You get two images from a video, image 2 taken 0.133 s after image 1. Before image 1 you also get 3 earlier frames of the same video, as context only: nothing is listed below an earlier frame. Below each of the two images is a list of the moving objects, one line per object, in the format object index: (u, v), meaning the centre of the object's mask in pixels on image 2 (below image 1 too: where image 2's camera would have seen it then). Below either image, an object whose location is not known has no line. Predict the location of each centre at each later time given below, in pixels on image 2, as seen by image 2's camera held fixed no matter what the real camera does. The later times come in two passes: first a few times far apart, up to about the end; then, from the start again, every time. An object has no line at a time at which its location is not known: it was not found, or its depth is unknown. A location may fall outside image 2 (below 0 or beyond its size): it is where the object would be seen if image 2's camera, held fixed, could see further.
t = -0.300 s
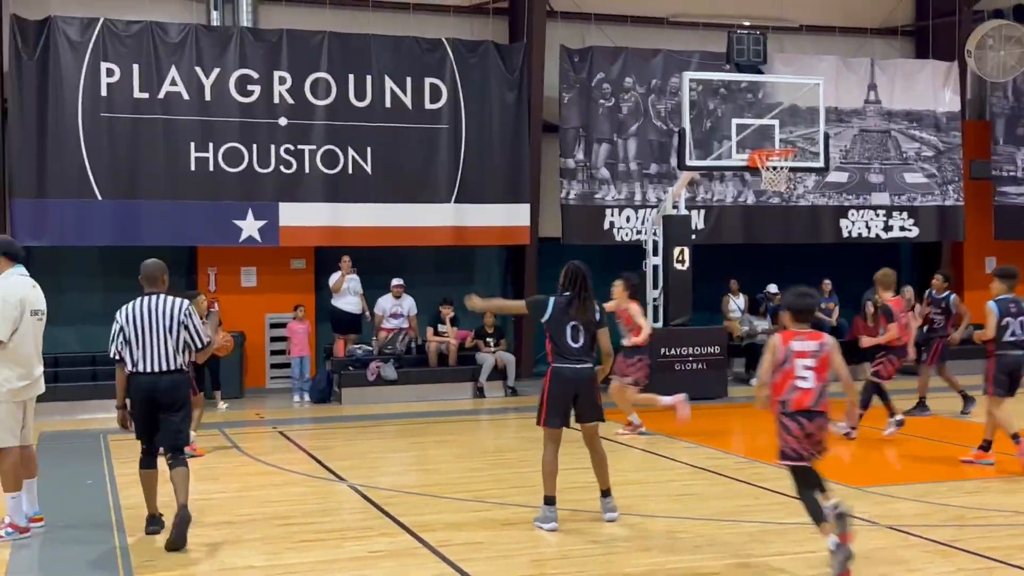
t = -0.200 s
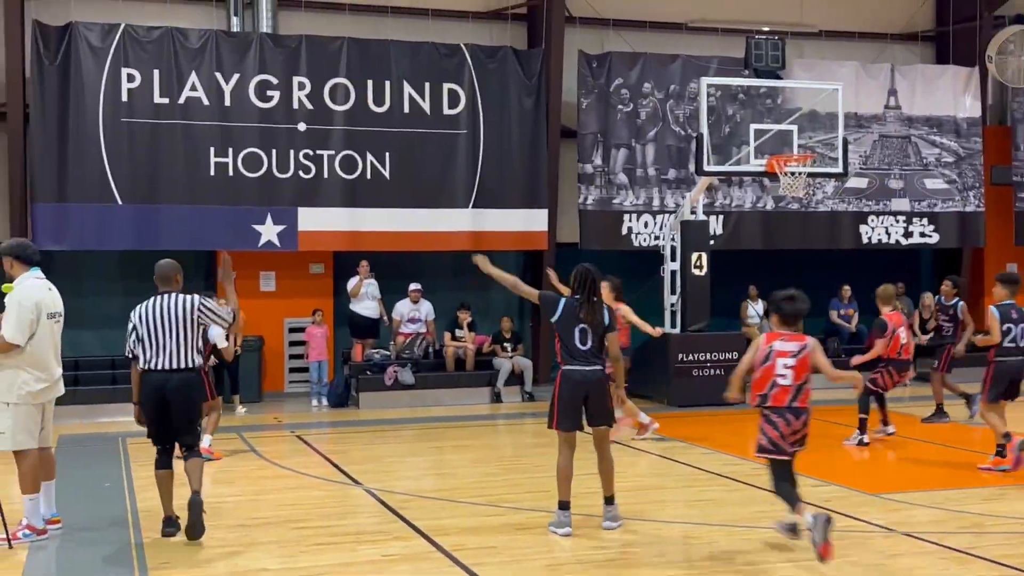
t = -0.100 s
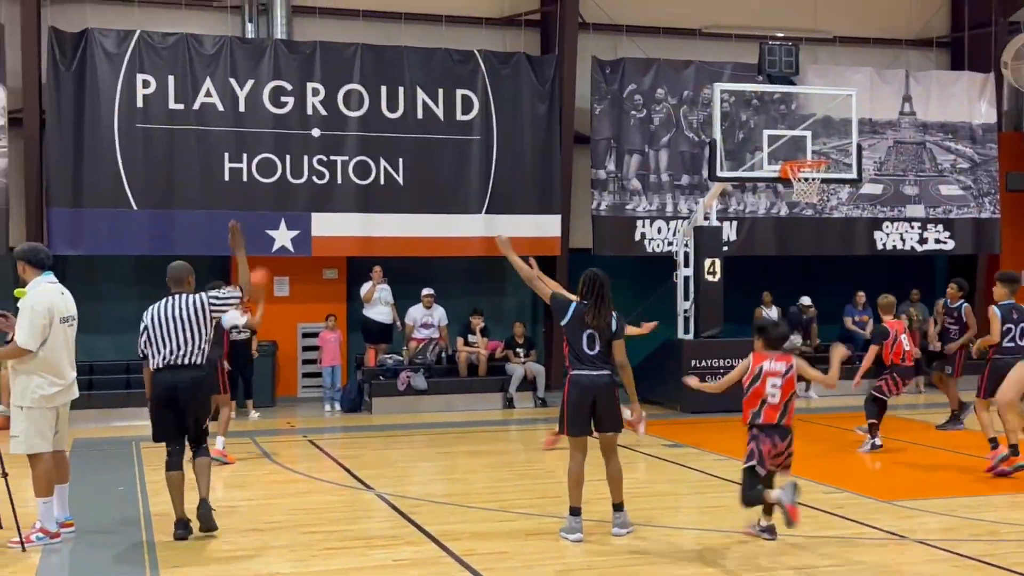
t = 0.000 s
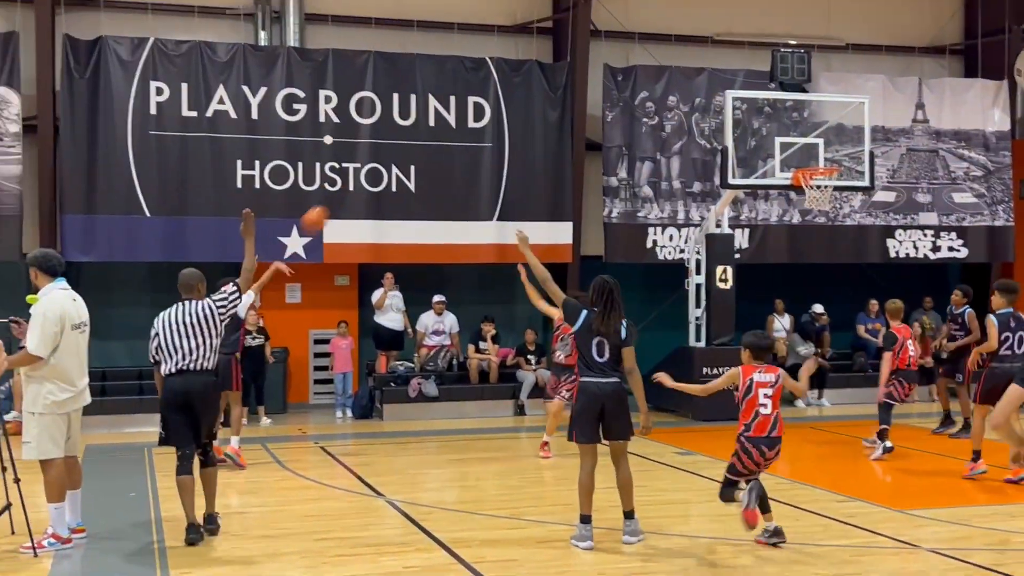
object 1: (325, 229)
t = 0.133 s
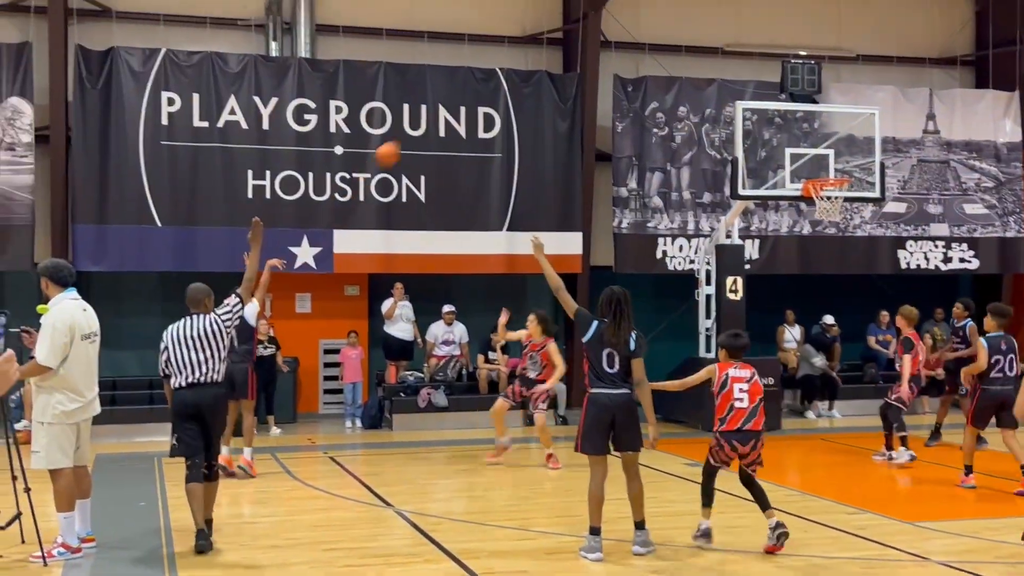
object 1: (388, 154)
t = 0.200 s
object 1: (420, 123)
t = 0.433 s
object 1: (520, 52)
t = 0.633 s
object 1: (602, 33)
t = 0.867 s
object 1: (693, 54)
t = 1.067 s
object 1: (767, 109)
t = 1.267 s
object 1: (829, 163)
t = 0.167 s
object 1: (402, 139)
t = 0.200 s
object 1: (420, 123)
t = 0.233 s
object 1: (433, 110)
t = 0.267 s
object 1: (449, 97)
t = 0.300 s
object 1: (463, 86)
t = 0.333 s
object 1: (477, 77)
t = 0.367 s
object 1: (491, 67)
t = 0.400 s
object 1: (506, 60)
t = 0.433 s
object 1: (520, 52)
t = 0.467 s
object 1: (534, 46)
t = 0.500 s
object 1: (548, 41)
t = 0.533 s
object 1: (561, 38)
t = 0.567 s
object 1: (575, 35)
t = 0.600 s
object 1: (588, 34)
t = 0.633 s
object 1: (602, 33)
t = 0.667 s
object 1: (614, 34)
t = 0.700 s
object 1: (628, 35)
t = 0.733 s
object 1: (641, 37)
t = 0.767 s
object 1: (654, 40)
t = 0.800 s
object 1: (666, 45)
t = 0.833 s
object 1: (679, 49)
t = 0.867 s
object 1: (693, 54)
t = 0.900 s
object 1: (706, 61)
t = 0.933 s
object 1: (717, 69)
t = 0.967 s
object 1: (730, 78)
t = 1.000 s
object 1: (742, 88)
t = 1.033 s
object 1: (754, 96)
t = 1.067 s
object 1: (767, 109)
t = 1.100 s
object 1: (778, 121)
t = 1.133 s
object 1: (791, 135)
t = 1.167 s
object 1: (801, 148)
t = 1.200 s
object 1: (814, 162)
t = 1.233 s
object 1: (824, 172)
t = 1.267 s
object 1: (829, 163)
